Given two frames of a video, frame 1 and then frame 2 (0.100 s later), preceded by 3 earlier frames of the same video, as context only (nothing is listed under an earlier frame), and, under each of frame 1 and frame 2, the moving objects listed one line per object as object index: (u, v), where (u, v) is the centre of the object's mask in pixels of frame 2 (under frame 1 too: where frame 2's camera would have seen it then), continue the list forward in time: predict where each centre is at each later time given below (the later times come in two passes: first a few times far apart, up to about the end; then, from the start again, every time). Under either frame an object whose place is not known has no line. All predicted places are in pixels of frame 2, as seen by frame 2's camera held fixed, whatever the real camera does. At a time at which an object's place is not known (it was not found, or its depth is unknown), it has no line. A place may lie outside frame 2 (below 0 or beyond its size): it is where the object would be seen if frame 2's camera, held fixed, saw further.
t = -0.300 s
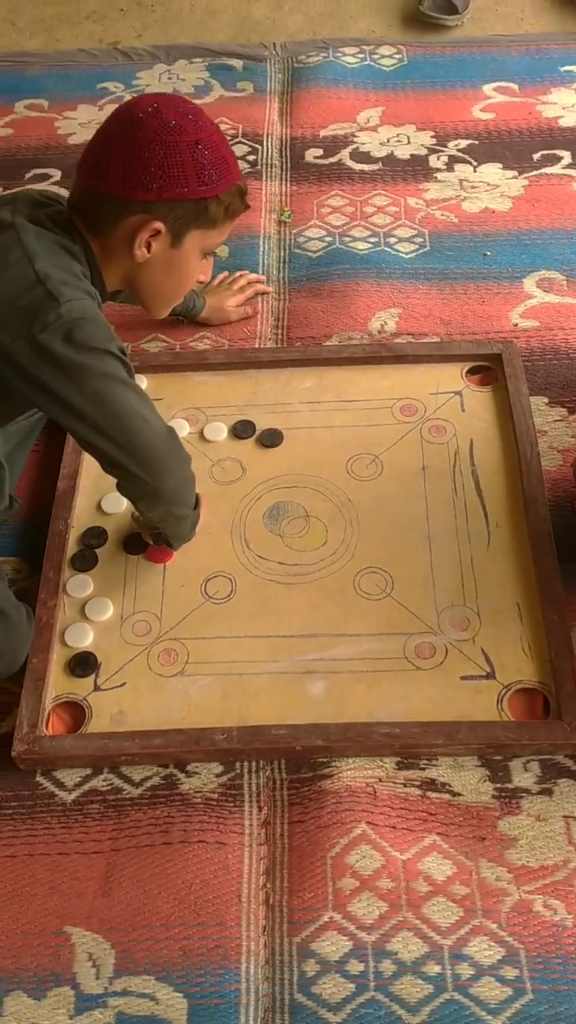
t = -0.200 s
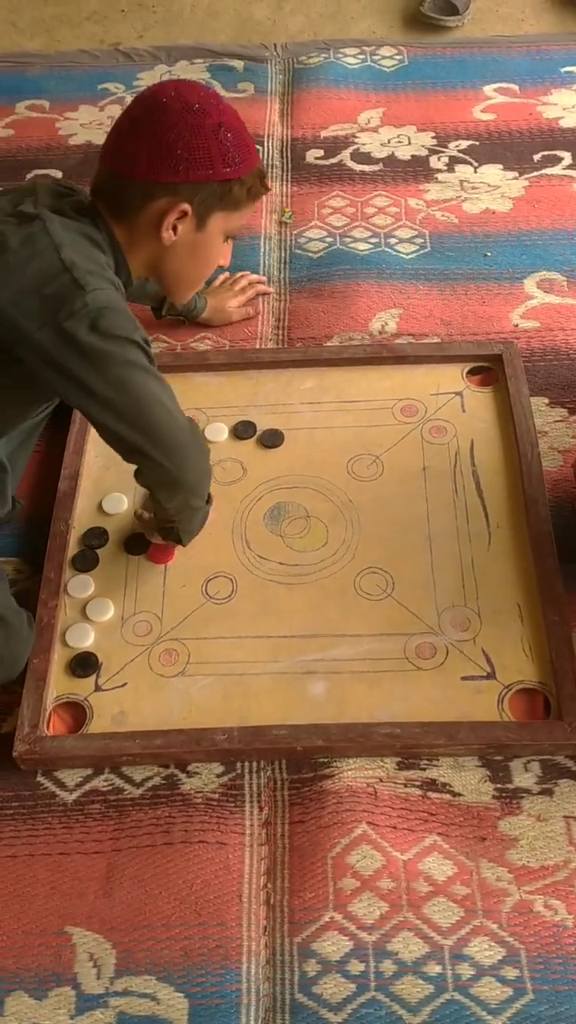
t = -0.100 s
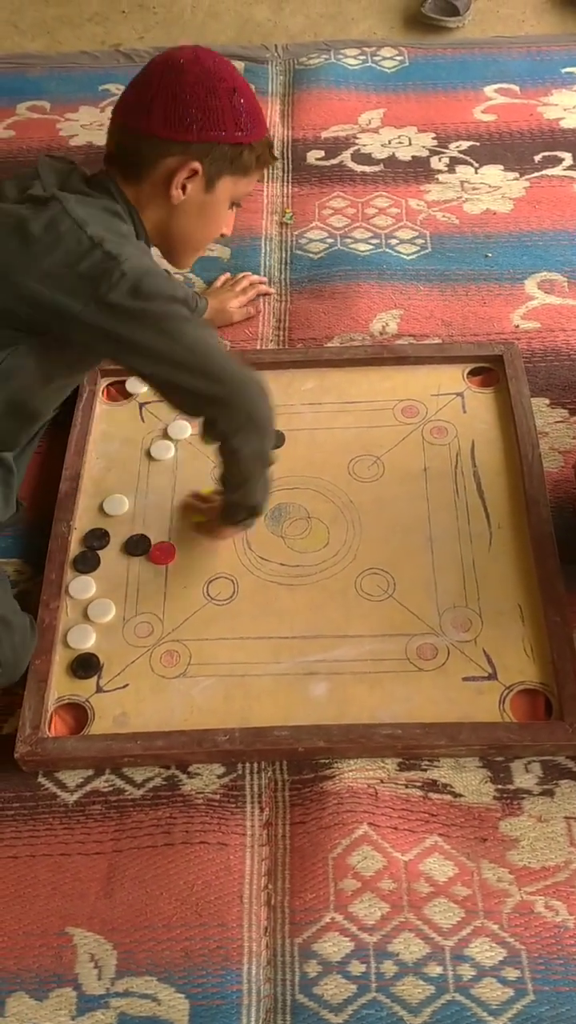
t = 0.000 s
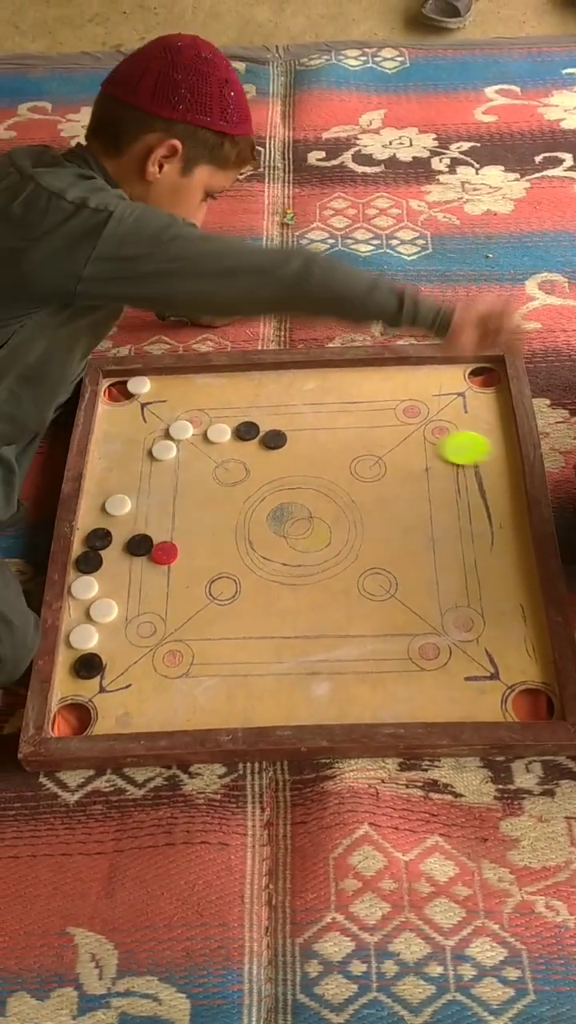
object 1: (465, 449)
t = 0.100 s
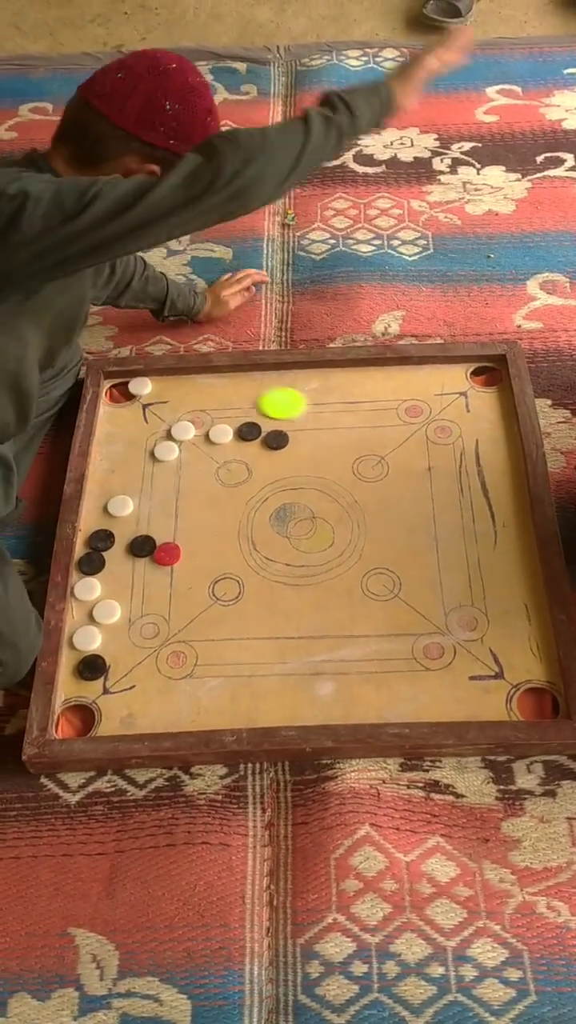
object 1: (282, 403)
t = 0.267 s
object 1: (133, 444)
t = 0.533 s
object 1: (158, 509)
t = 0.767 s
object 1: (160, 522)
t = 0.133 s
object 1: (228, 390)
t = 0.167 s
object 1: (183, 398)
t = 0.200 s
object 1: (144, 411)
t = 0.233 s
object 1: (122, 427)
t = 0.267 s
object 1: (133, 444)
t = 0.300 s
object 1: (135, 458)
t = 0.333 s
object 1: (137, 470)
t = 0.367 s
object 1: (139, 481)
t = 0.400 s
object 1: (143, 489)
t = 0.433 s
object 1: (147, 495)
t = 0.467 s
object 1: (151, 500)
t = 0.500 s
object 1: (155, 505)
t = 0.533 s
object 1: (158, 509)
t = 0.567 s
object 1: (160, 512)
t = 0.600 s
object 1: (162, 515)
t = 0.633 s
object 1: (162, 518)
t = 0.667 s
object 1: (161, 520)
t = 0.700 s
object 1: (161, 521)
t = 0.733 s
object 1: (160, 522)
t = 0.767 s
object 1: (160, 522)
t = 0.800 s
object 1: (160, 522)
